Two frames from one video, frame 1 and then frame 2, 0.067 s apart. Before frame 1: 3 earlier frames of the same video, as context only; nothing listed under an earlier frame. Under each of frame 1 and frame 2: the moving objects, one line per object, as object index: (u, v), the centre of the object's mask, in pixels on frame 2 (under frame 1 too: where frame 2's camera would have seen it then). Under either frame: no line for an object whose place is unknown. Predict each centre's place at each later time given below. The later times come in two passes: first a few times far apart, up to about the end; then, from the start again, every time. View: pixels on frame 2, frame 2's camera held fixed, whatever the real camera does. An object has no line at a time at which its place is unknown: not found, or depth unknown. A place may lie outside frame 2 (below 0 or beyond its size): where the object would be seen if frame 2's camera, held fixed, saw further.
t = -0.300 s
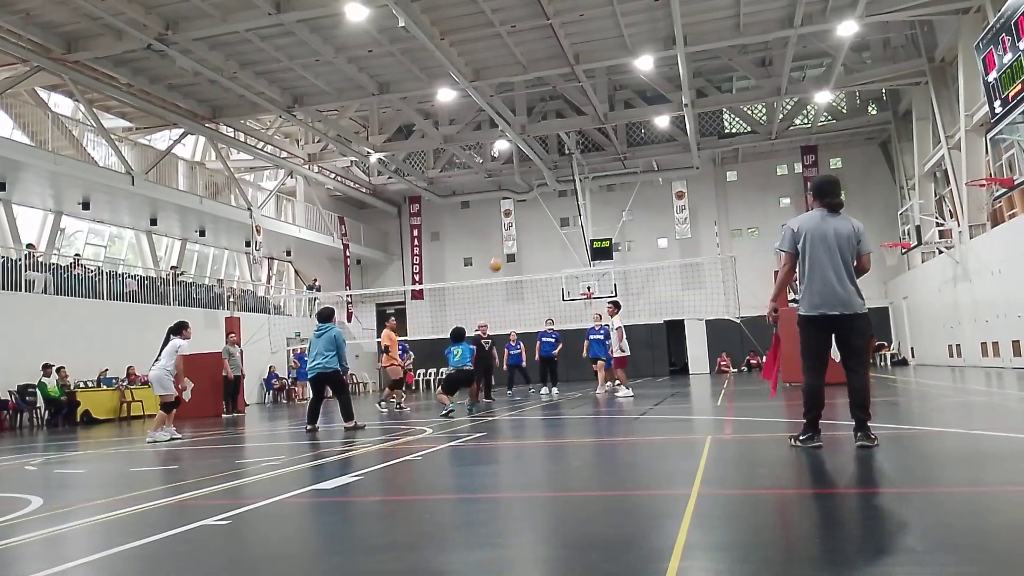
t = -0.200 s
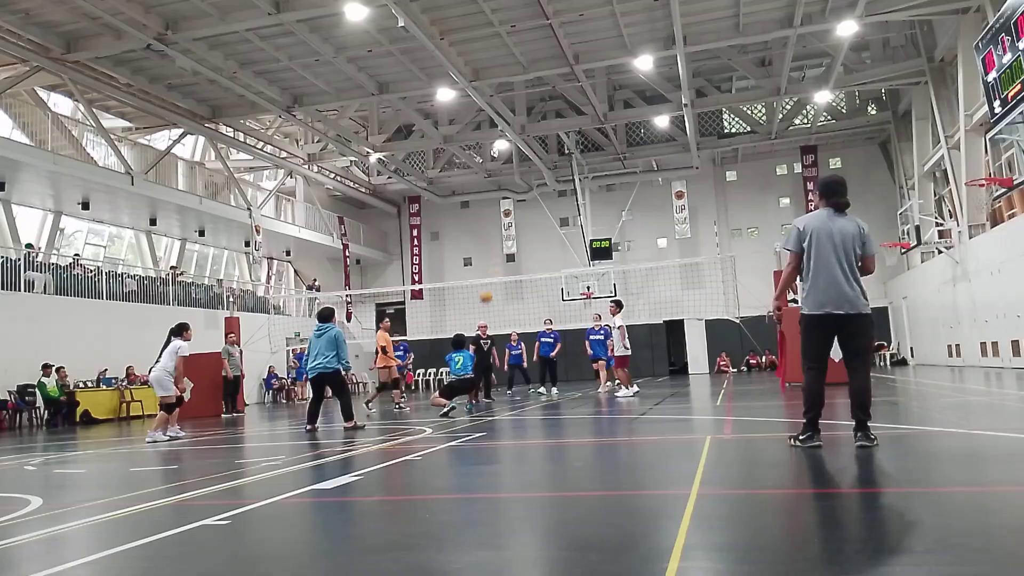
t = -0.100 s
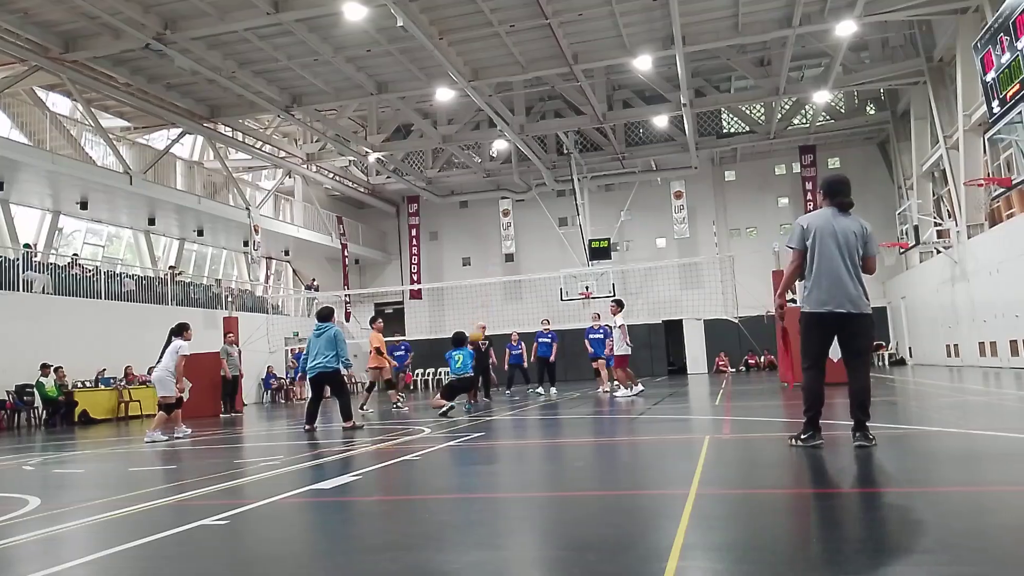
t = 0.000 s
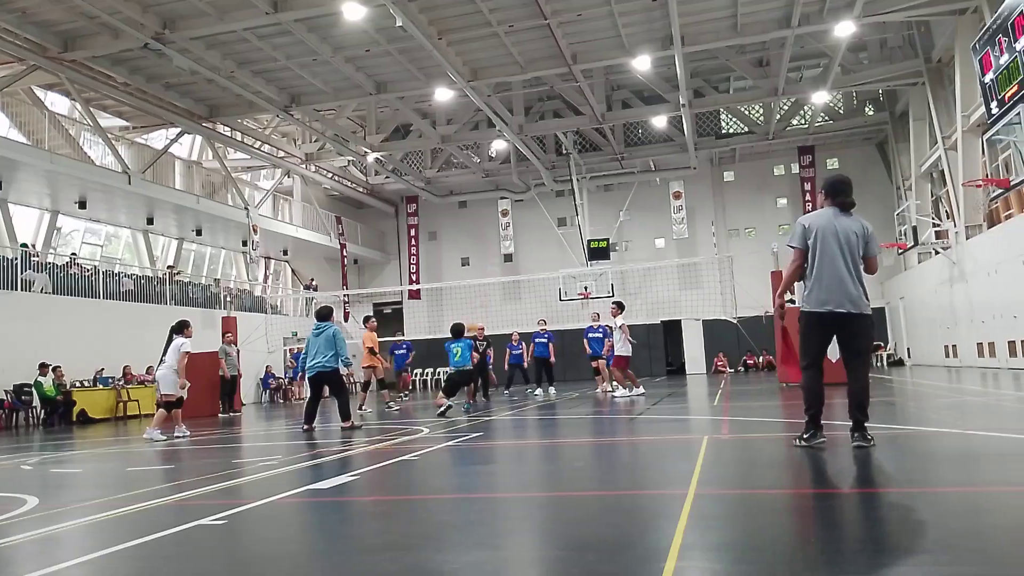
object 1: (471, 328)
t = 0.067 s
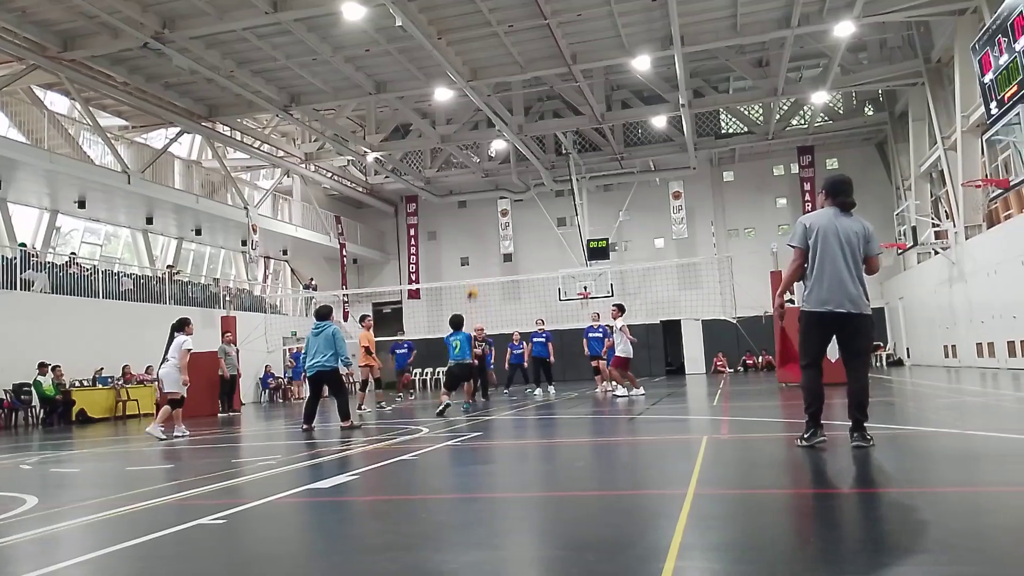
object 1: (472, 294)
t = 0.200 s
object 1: (473, 231)
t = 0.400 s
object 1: (478, 168)
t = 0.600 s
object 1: (483, 132)
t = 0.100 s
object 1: (473, 276)
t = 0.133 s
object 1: (472, 261)
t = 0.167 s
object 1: (473, 245)
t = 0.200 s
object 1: (473, 231)
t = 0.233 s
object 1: (474, 219)
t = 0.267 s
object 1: (474, 207)
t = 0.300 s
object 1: (475, 196)
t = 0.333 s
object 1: (476, 185)
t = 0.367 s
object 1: (477, 177)
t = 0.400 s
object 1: (478, 168)
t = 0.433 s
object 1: (479, 159)
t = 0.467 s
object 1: (480, 152)
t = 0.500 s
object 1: (480, 146)
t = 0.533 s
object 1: (481, 141)
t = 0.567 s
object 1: (482, 136)
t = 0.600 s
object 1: (483, 132)
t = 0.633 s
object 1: (484, 128)
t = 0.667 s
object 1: (485, 125)
